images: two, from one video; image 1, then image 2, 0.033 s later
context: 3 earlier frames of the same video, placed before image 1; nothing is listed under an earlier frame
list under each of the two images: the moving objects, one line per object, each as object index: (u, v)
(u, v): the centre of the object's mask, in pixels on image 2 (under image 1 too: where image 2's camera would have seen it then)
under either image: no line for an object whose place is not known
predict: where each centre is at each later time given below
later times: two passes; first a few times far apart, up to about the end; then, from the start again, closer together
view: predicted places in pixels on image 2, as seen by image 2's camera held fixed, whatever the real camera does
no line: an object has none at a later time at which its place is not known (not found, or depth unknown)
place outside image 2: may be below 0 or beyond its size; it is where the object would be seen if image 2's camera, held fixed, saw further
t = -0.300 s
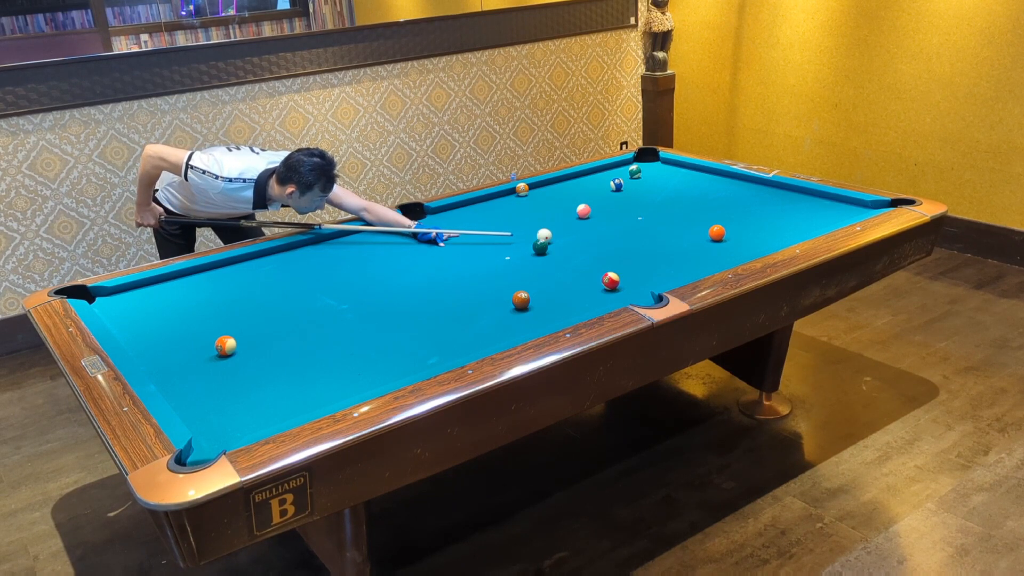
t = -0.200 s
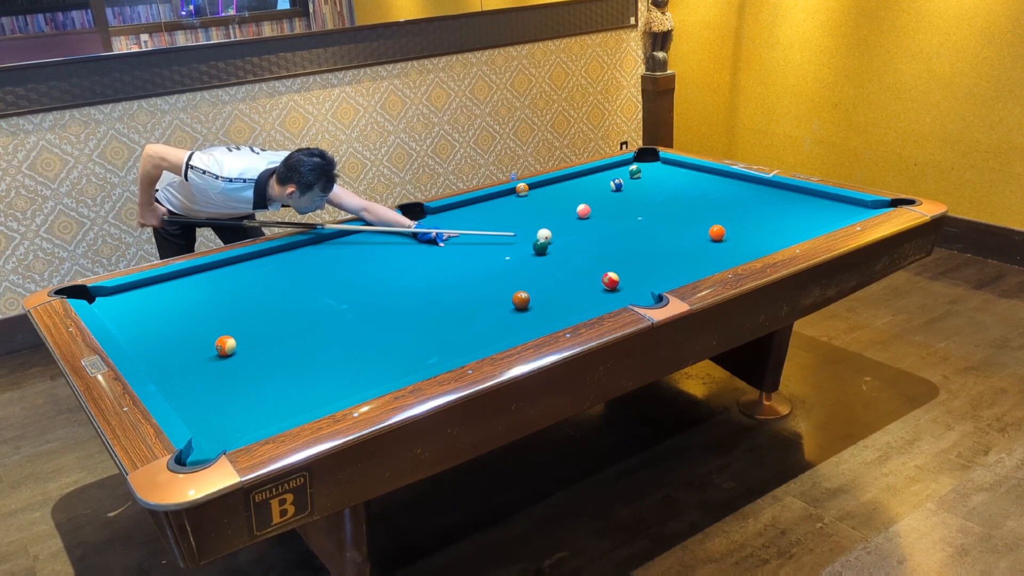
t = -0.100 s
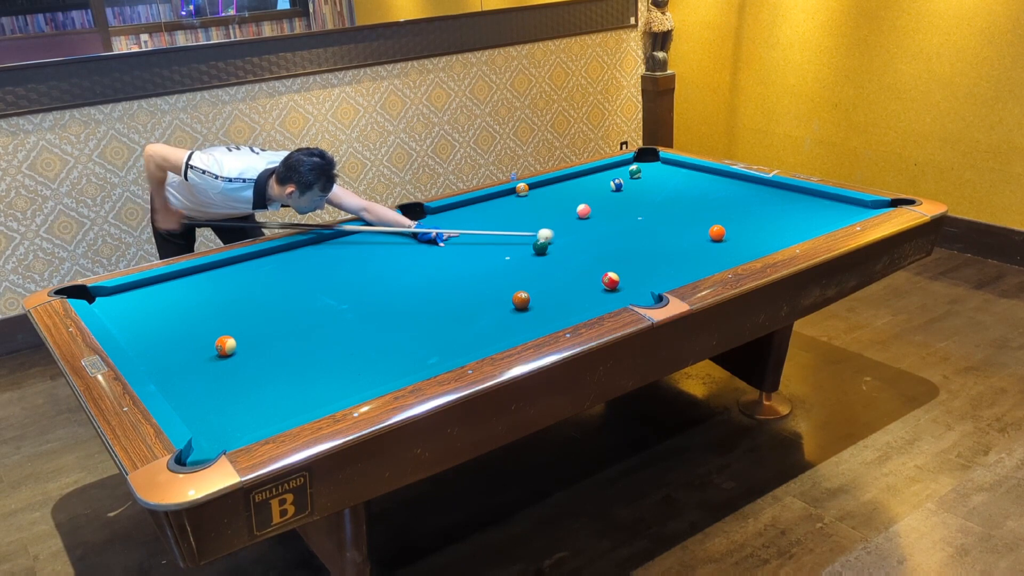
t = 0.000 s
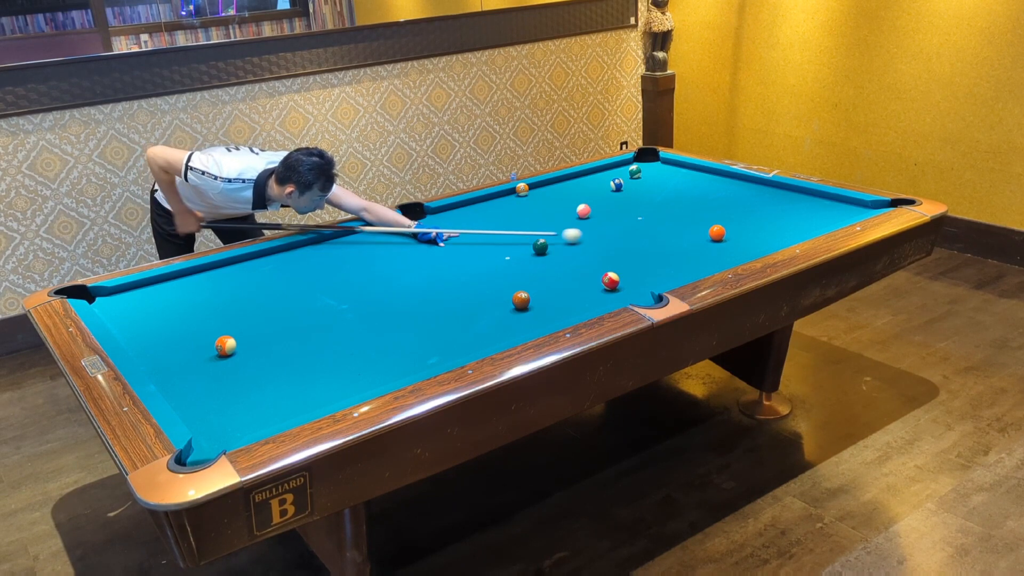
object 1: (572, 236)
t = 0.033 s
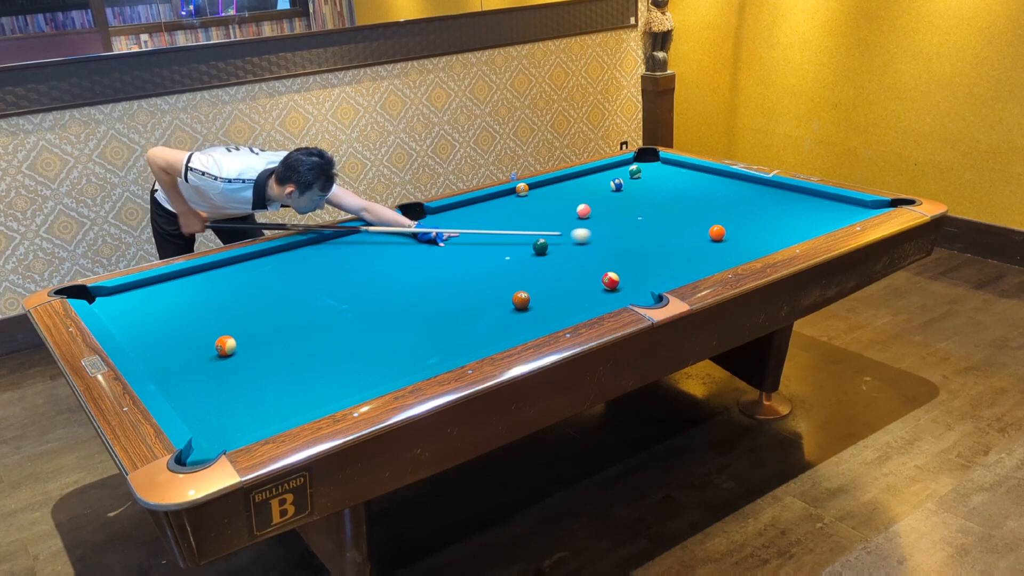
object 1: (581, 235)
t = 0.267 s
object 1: (645, 235)
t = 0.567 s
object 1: (709, 237)
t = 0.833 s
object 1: (734, 243)
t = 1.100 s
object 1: (758, 247)
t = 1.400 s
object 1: (744, 246)
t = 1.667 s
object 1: (732, 244)
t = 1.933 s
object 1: (721, 242)
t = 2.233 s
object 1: (713, 240)
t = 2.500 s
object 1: (705, 238)
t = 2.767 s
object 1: (700, 237)
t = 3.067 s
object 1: (695, 236)
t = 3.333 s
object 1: (692, 235)
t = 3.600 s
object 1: (691, 235)
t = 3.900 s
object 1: (691, 235)
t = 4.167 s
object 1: (691, 235)
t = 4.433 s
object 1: (691, 235)
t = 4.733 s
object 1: (691, 235)
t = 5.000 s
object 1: (691, 235)
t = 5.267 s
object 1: (691, 235)
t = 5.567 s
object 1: (691, 235)
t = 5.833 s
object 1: (691, 235)
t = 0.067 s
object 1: (590, 235)
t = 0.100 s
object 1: (599, 235)
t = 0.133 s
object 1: (608, 235)
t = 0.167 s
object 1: (617, 235)
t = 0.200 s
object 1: (626, 235)
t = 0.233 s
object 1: (635, 235)
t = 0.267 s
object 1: (645, 235)
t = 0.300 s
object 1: (654, 235)
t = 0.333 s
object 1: (663, 235)
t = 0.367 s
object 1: (672, 235)
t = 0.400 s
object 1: (681, 234)
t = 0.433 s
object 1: (690, 235)
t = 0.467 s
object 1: (699, 235)
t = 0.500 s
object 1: (703, 236)
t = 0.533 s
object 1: (705, 236)
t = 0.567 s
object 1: (709, 237)
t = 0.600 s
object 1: (712, 238)
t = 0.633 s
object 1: (715, 239)
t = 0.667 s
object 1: (718, 240)
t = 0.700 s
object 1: (721, 240)
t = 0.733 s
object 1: (724, 241)
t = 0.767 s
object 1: (728, 242)
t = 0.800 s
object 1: (731, 243)
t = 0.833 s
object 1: (734, 243)
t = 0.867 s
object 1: (737, 244)
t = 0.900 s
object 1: (740, 245)
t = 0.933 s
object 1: (743, 246)
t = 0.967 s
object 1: (746, 246)
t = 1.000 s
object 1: (749, 246)
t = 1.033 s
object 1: (753, 246)
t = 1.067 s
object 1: (755, 246)
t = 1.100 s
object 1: (758, 247)
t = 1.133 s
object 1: (758, 247)
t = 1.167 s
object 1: (756, 246)
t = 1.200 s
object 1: (755, 246)
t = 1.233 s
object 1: (753, 247)
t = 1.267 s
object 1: (751, 247)
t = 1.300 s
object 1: (749, 247)
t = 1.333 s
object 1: (747, 247)
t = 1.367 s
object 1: (746, 247)
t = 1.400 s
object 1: (744, 246)
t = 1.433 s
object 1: (743, 246)
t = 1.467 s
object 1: (741, 246)
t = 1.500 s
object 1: (739, 245)
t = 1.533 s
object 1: (738, 245)
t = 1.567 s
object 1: (736, 245)
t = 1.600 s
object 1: (735, 245)
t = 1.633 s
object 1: (733, 244)
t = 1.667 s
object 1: (732, 244)
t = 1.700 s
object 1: (730, 243)
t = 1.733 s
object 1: (729, 243)
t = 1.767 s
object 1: (728, 243)
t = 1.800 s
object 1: (727, 243)
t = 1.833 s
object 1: (725, 242)
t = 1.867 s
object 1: (724, 242)
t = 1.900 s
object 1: (722, 242)
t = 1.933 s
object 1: (721, 242)
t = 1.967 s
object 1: (720, 241)
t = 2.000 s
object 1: (719, 241)
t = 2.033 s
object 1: (718, 241)
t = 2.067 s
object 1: (717, 240)
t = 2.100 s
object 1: (716, 240)
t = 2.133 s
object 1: (715, 240)
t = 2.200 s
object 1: (714, 240)
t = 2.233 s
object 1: (713, 240)
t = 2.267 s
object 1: (712, 239)
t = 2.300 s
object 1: (711, 239)
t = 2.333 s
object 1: (710, 239)
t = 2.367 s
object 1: (709, 239)
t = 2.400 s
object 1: (708, 238)
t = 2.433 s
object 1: (707, 238)
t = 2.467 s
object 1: (706, 238)
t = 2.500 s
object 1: (705, 238)
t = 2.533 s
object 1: (705, 238)
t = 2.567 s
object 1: (704, 237)
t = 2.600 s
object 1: (703, 237)
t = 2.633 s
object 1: (702, 237)
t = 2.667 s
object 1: (702, 237)
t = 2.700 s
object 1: (701, 237)
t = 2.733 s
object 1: (700, 237)
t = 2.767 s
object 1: (700, 237)
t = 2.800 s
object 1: (699, 236)
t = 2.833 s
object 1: (698, 236)
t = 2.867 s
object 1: (698, 236)
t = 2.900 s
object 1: (697, 236)
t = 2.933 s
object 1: (697, 236)
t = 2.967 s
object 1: (696, 236)
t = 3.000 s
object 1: (696, 236)
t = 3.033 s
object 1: (696, 236)
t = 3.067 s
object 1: (695, 236)
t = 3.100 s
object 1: (695, 235)
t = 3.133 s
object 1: (694, 235)
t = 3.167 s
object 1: (694, 235)
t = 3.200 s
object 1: (694, 235)
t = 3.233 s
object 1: (693, 235)
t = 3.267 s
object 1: (693, 235)
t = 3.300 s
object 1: (693, 235)
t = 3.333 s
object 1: (692, 235)
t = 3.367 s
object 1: (692, 235)
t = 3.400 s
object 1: (692, 235)
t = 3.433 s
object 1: (692, 235)
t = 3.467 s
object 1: (692, 235)
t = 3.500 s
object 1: (691, 235)
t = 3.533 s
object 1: (691, 235)
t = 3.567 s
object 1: (691, 235)
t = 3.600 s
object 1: (691, 235)
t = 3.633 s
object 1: (691, 235)
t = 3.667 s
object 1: (691, 235)
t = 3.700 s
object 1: (691, 235)
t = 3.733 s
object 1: (691, 235)
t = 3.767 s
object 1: (691, 235)
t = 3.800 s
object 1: (691, 235)
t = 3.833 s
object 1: (691, 235)
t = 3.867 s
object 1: (691, 235)
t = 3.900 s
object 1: (691, 235)
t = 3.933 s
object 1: (691, 235)
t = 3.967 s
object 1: (691, 235)
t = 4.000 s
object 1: (691, 235)
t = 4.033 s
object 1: (691, 235)
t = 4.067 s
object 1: (691, 235)
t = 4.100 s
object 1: (691, 235)
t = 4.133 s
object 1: (691, 235)
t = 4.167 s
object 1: (691, 235)
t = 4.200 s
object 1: (691, 235)
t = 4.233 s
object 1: (691, 235)
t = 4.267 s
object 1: (691, 235)
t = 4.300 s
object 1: (691, 235)
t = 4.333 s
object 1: (691, 235)
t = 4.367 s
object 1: (691, 235)
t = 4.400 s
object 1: (691, 235)
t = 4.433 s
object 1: (691, 235)
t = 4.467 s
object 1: (691, 235)
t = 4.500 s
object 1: (691, 235)
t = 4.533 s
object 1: (691, 235)
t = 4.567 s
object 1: (691, 235)
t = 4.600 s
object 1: (691, 235)
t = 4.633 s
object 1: (691, 235)
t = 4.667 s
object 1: (691, 235)
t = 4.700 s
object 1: (691, 235)
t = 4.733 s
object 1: (691, 235)
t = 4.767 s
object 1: (691, 235)
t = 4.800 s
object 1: (691, 235)
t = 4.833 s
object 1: (691, 235)
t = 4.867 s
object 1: (691, 235)
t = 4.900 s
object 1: (691, 235)
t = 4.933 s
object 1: (691, 235)
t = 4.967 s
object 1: (691, 235)
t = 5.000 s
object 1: (691, 235)
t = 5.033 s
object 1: (691, 235)
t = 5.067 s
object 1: (691, 235)
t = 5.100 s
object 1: (691, 235)
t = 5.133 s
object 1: (691, 235)
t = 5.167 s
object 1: (691, 235)
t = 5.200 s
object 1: (691, 235)
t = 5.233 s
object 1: (691, 235)
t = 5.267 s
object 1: (691, 235)
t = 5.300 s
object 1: (691, 235)
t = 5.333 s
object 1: (691, 235)
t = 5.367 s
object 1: (691, 235)
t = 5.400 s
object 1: (691, 235)
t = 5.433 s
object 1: (691, 235)
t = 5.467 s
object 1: (691, 235)
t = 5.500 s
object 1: (691, 235)
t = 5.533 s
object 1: (691, 235)
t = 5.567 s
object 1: (691, 235)
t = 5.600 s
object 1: (691, 235)
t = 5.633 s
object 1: (691, 235)
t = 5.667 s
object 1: (691, 235)
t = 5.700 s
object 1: (691, 235)
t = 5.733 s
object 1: (691, 235)
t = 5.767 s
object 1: (691, 235)
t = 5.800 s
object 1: (691, 235)
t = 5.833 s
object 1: (691, 235)
